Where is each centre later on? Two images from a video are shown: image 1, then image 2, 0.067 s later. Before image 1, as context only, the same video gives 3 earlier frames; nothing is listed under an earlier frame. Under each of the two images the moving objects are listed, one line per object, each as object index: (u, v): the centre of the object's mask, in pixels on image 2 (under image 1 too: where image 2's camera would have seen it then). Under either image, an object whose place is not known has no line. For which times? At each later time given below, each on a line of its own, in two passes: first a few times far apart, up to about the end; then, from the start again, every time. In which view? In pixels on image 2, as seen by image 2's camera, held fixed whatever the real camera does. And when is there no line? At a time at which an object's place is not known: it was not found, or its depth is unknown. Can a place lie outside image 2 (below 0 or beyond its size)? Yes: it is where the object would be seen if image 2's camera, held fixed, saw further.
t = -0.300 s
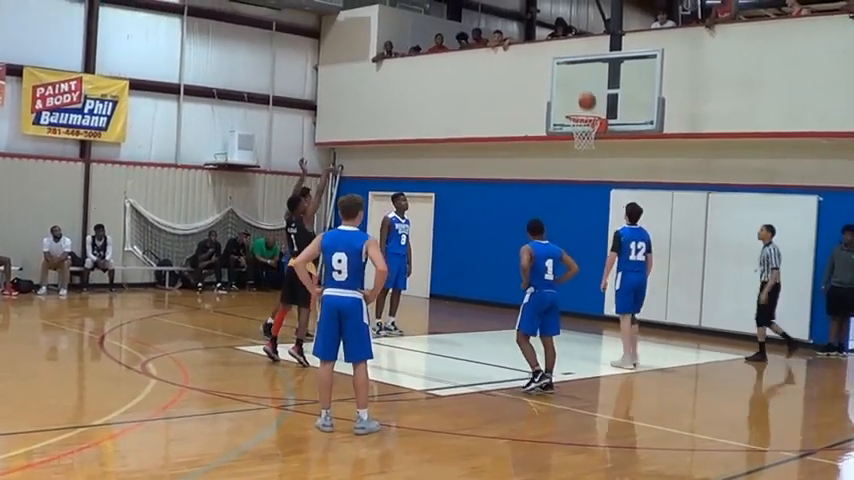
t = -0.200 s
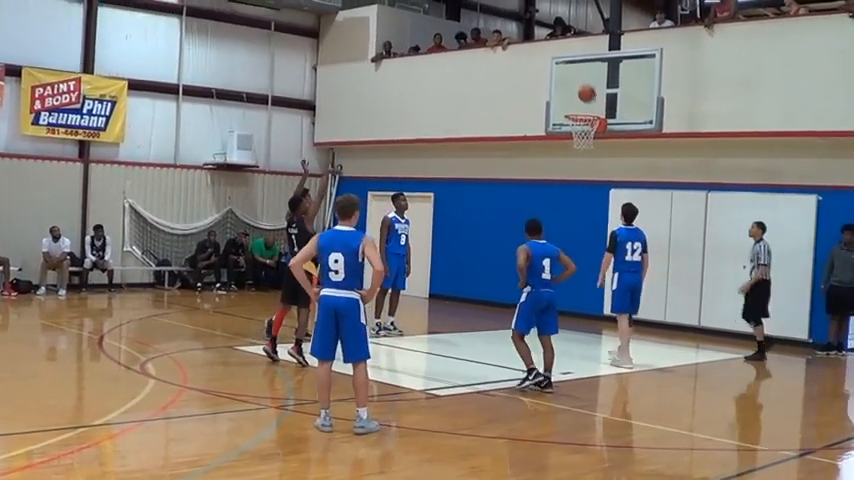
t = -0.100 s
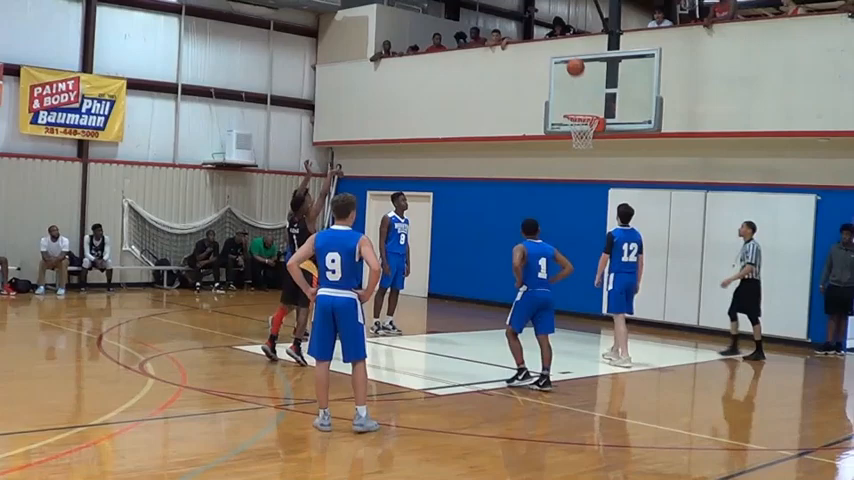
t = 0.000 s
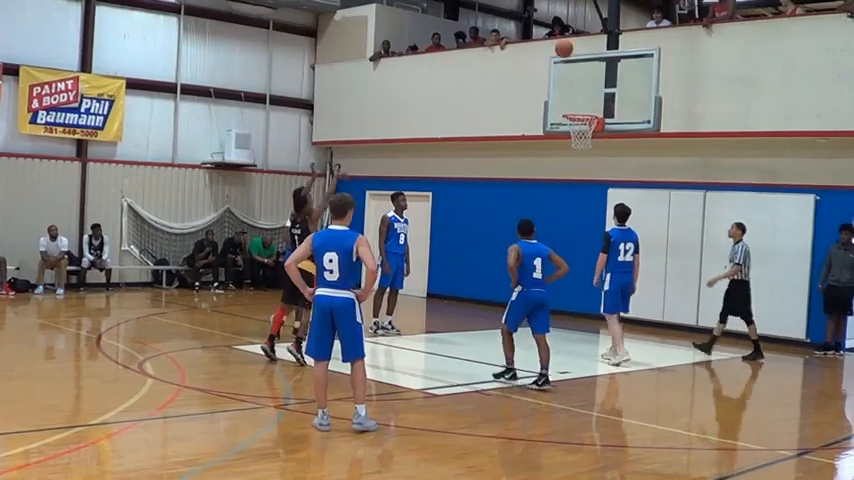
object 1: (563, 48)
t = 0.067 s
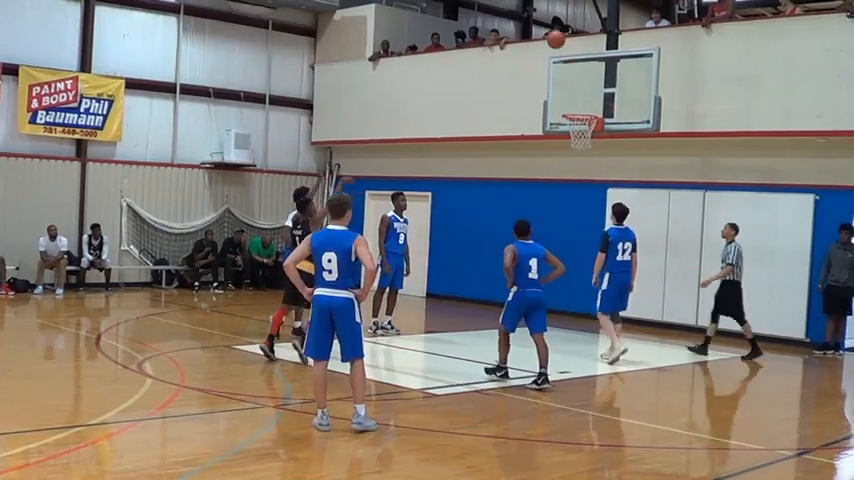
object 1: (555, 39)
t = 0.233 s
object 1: (536, 31)
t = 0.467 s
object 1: (506, 57)
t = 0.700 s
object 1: (472, 127)
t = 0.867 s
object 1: (447, 207)
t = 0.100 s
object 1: (552, 36)
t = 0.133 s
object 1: (548, 34)
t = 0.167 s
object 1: (544, 32)
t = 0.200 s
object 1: (539, 31)
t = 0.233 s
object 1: (536, 31)
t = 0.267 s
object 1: (531, 32)
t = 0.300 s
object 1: (528, 34)
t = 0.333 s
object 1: (523, 37)
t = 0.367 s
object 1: (519, 40)
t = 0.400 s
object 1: (515, 45)
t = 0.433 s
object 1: (510, 50)
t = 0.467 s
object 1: (506, 57)
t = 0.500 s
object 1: (501, 64)
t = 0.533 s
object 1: (496, 73)
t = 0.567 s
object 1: (492, 82)
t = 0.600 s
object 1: (487, 92)
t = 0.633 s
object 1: (482, 103)
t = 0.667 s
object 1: (477, 115)
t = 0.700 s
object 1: (472, 127)
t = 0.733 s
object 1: (467, 142)
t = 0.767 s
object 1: (462, 157)
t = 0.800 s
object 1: (457, 173)
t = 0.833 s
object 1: (452, 189)
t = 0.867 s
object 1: (447, 207)
